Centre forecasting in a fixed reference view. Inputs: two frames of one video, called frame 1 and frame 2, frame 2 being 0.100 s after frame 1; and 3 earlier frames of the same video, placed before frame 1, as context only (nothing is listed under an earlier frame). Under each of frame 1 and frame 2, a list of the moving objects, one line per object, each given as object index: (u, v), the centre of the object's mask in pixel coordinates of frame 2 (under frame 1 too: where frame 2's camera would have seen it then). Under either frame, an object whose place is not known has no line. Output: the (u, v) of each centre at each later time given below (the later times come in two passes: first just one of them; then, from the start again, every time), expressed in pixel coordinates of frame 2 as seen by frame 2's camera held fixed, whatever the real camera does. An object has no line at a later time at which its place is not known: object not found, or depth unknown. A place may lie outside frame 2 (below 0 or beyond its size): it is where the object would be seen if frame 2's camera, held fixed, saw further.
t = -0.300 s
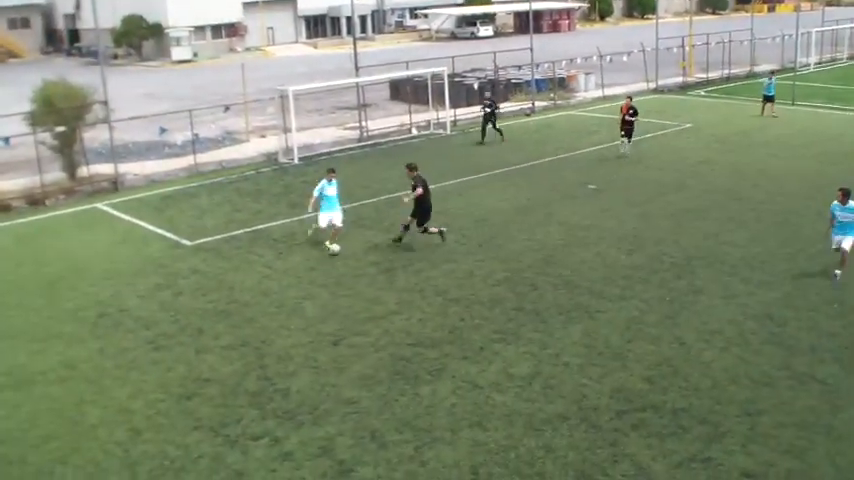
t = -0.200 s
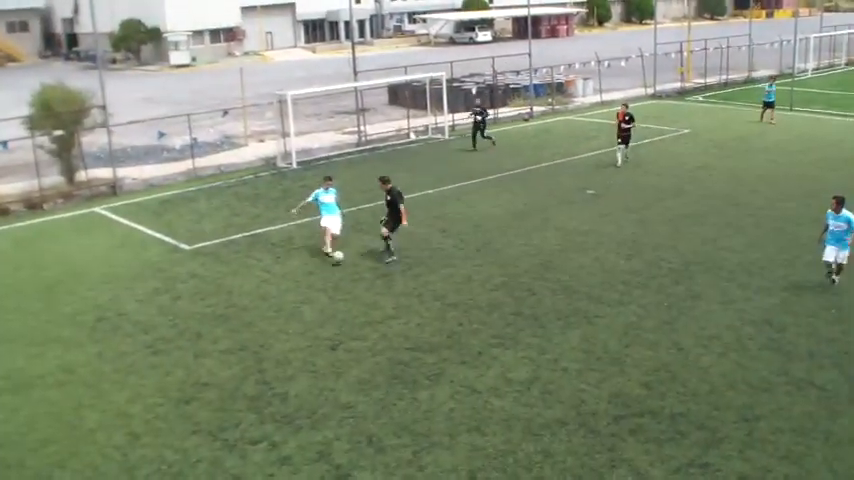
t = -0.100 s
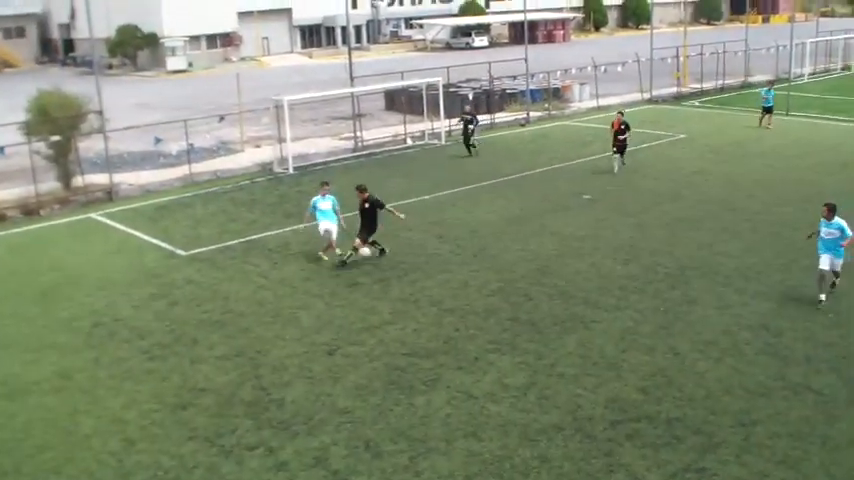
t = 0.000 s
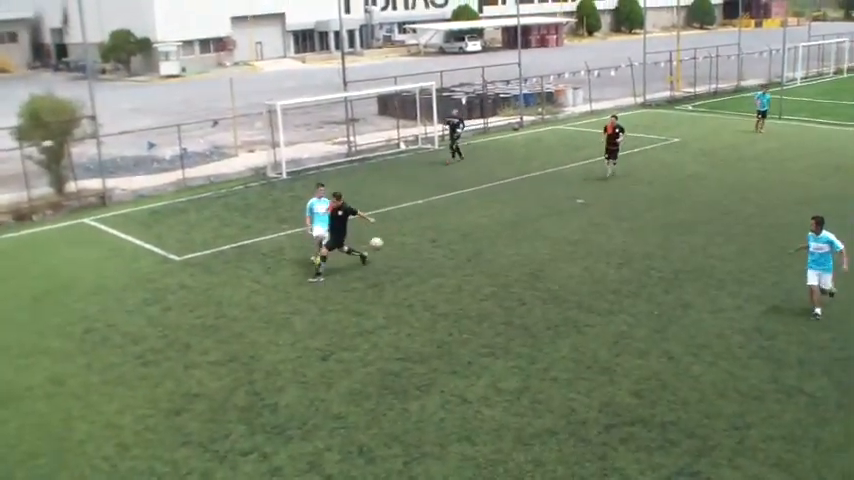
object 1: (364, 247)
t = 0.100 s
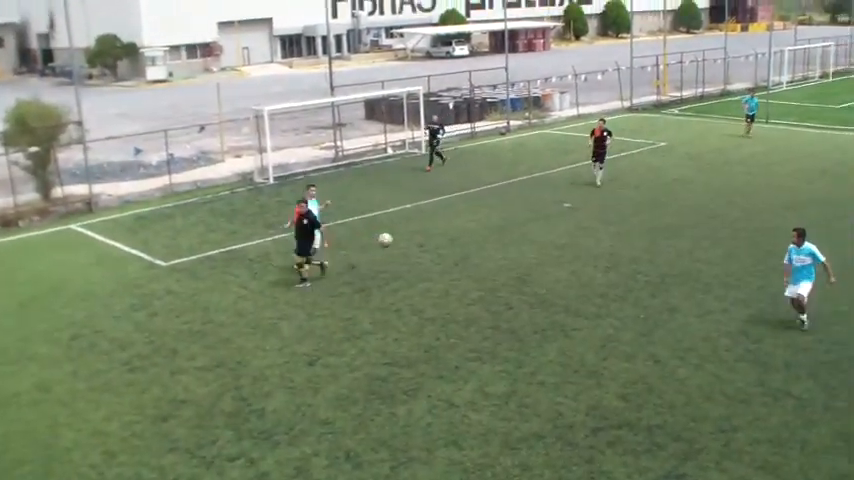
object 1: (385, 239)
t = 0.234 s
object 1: (418, 238)
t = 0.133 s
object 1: (392, 238)
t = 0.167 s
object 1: (400, 237)
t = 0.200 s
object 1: (409, 237)
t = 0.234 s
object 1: (418, 238)
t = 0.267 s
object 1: (428, 240)
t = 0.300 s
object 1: (437, 243)
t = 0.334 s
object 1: (448, 247)
